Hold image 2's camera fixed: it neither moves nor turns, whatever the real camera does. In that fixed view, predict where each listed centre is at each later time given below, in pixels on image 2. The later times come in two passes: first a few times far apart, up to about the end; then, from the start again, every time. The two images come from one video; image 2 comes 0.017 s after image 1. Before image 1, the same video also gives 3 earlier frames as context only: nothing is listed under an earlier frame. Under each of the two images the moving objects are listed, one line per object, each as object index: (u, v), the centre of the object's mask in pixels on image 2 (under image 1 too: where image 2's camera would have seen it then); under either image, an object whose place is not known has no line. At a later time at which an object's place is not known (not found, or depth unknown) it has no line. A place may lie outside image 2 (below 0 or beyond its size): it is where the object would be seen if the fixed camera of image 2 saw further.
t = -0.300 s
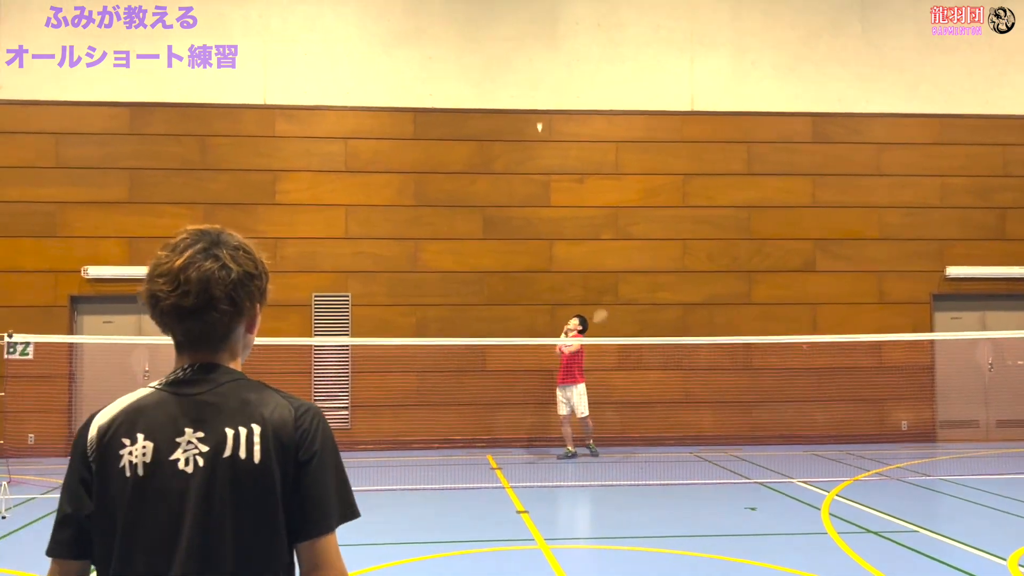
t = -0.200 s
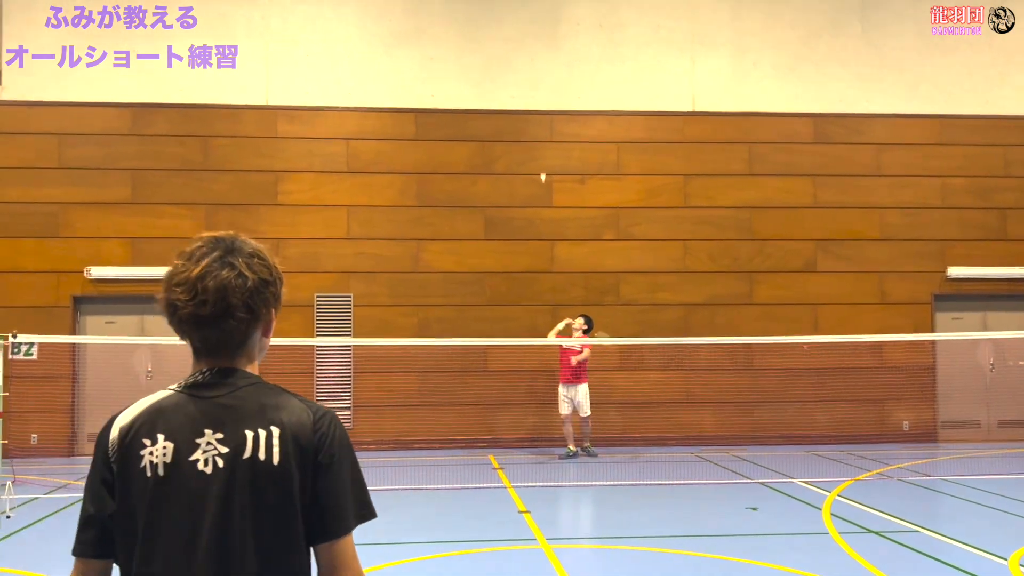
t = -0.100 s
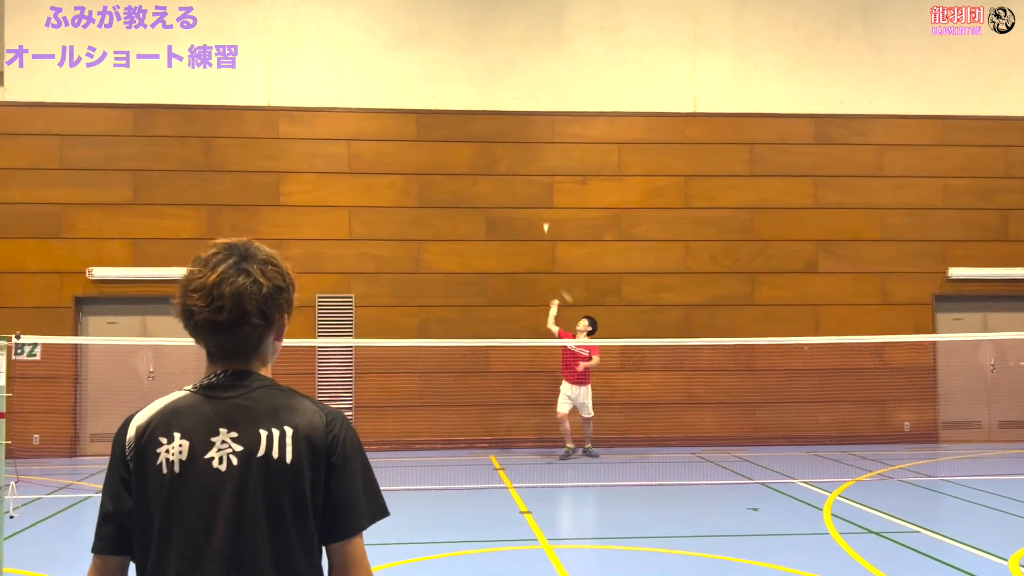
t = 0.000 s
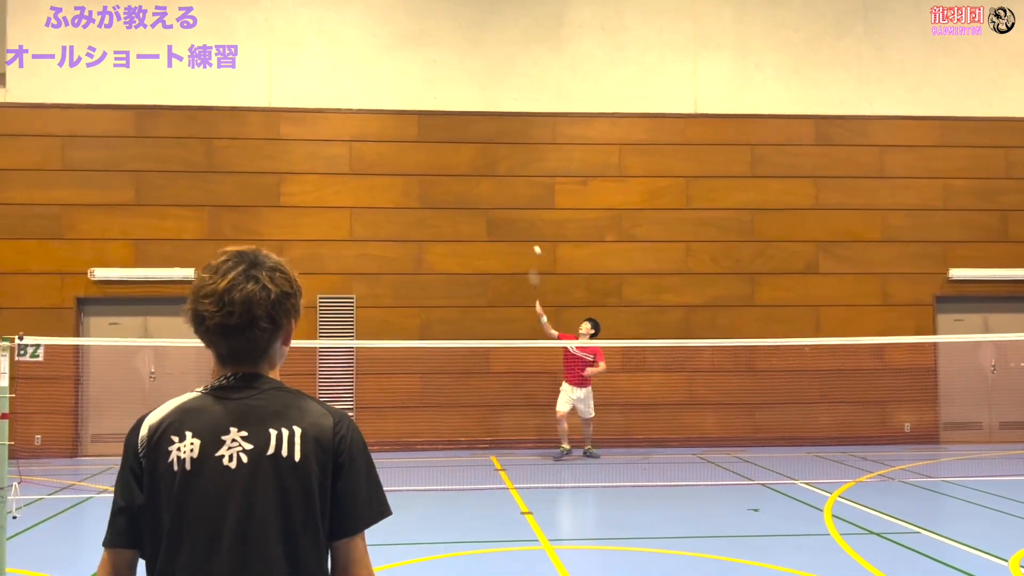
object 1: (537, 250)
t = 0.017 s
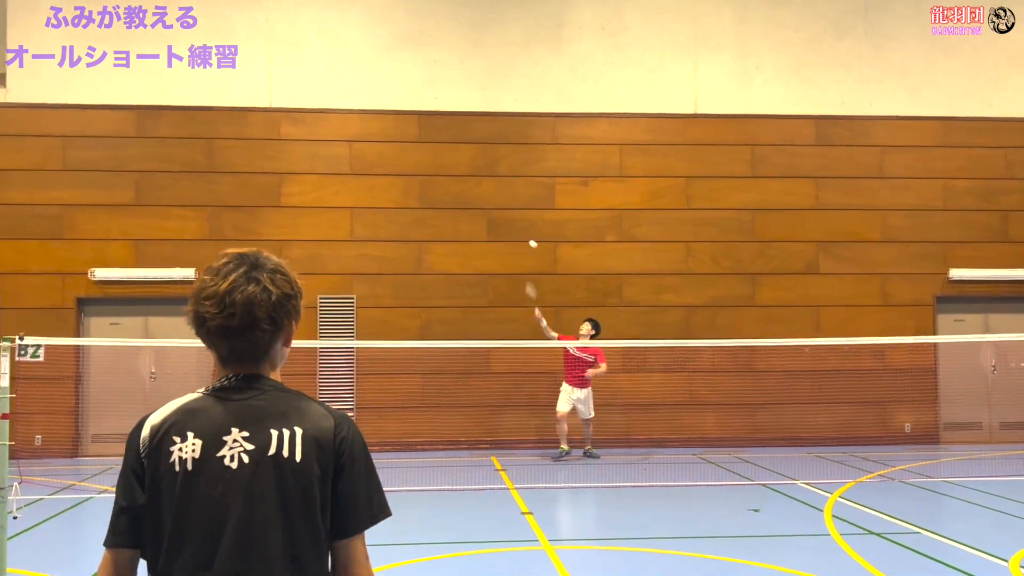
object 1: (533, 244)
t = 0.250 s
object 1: (467, 212)
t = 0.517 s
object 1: (379, 264)
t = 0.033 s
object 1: (527, 240)
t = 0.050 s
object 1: (522, 236)
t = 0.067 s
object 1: (517, 233)
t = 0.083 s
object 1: (513, 230)
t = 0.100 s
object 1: (508, 227)
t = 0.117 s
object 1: (504, 224)
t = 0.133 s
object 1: (500, 221)
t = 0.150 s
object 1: (495, 219)
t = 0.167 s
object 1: (490, 217)
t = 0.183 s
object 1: (485, 216)
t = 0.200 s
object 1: (481, 214)
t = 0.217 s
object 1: (476, 213)
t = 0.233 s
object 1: (472, 212)
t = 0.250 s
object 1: (467, 212)
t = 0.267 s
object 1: (462, 212)
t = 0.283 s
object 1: (457, 213)
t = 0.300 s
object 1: (452, 213)
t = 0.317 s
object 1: (447, 214)
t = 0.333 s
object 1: (442, 216)
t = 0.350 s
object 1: (437, 218)
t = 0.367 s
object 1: (431, 220)
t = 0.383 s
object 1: (426, 223)
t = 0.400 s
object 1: (420, 226)
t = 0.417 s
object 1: (415, 230)
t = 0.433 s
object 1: (409, 234)
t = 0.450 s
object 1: (403, 239)
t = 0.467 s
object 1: (397, 245)
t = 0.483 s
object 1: (392, 251)
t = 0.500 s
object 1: (386, 257)
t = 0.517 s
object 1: (379, 264)
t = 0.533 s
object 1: (373, 271)
